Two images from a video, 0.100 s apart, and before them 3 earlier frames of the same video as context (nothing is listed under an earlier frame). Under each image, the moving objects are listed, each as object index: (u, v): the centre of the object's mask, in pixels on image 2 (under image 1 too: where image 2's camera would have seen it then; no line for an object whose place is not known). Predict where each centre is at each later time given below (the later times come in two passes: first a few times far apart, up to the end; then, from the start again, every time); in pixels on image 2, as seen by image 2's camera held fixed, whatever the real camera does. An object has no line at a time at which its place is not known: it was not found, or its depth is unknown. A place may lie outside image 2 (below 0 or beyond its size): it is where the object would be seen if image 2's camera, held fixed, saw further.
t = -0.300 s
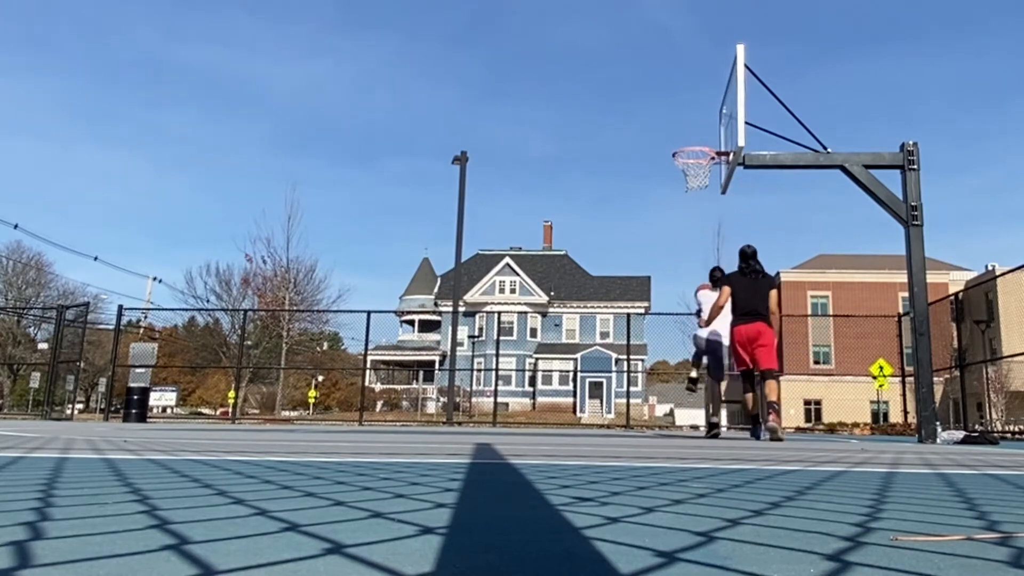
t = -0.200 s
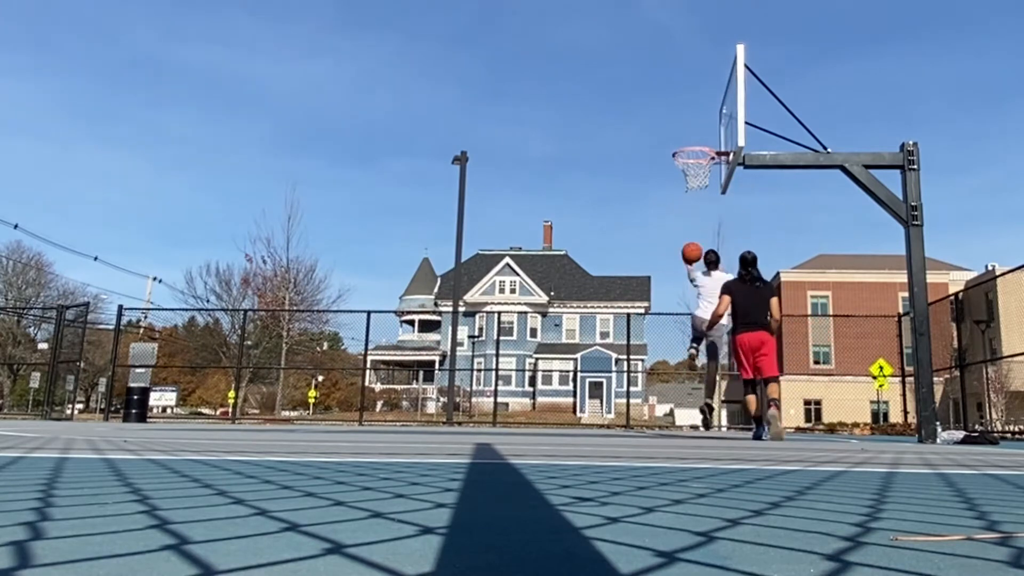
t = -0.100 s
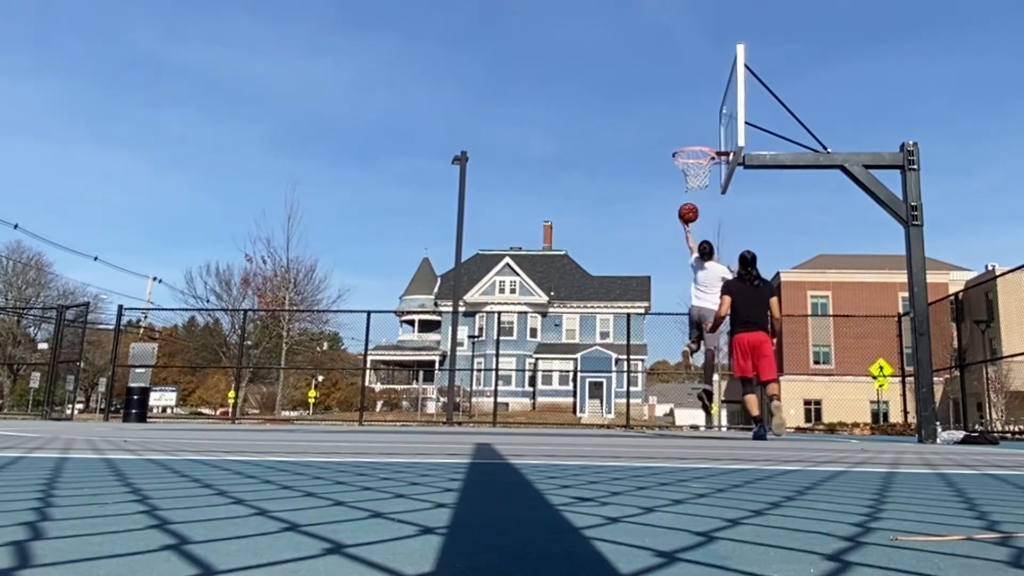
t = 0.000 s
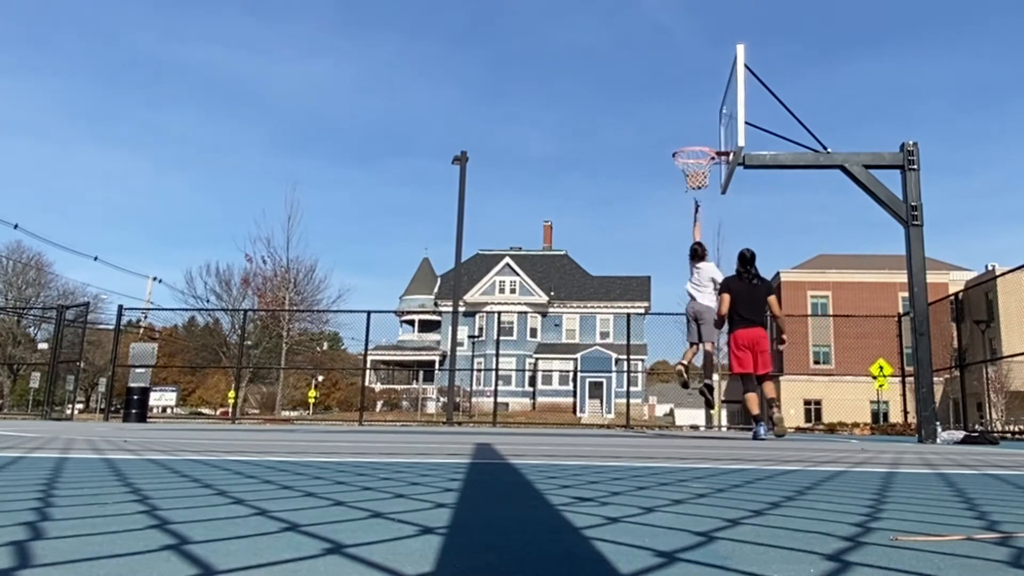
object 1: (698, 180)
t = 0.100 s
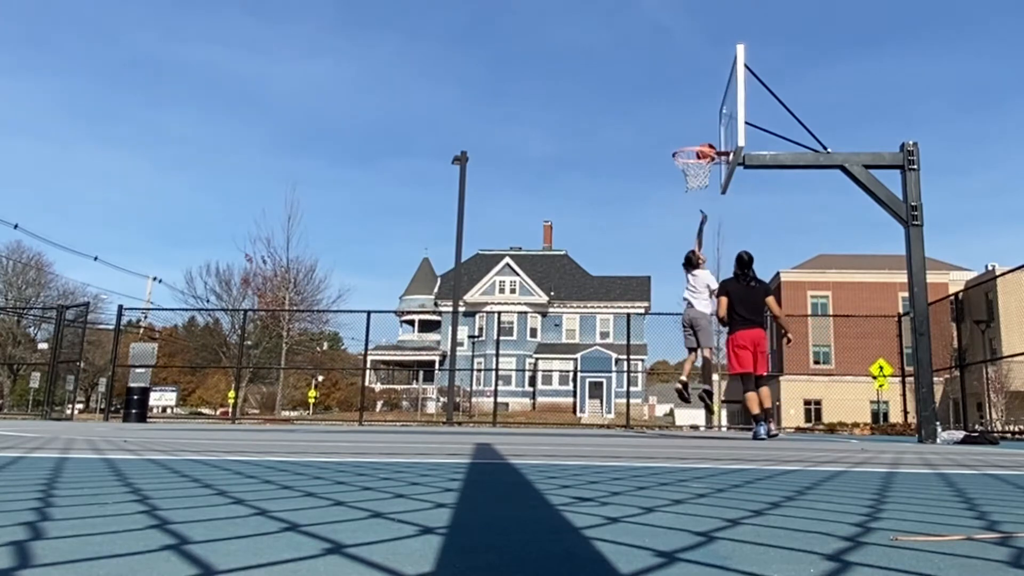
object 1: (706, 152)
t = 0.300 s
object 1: (711, 136)
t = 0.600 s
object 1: (693, 181)
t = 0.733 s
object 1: (683, 210)
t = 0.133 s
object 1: (711, 143)
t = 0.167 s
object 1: (714, 140)
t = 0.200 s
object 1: (716, 136)
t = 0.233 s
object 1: (714, 135)
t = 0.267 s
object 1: (712, 135)
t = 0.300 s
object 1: (711, 136)
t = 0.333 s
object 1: (709, 138)
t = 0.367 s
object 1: (707, 139)
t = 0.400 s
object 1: (706, 141)
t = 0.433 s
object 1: (703, 147)
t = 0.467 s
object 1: (700, 155)
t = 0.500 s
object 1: (700, 161)
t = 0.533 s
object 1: (698, 168)
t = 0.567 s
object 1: (696, 172)
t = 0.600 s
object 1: (693, 181)
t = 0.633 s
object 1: (690, 185)
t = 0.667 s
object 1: (688, 192)
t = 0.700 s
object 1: (685, 201)
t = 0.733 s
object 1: (683, 210)
